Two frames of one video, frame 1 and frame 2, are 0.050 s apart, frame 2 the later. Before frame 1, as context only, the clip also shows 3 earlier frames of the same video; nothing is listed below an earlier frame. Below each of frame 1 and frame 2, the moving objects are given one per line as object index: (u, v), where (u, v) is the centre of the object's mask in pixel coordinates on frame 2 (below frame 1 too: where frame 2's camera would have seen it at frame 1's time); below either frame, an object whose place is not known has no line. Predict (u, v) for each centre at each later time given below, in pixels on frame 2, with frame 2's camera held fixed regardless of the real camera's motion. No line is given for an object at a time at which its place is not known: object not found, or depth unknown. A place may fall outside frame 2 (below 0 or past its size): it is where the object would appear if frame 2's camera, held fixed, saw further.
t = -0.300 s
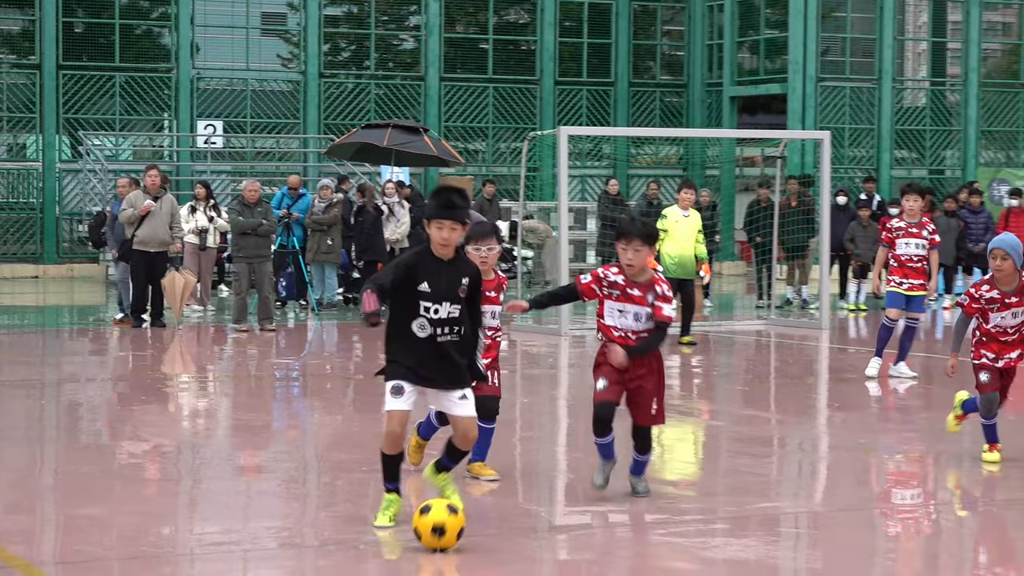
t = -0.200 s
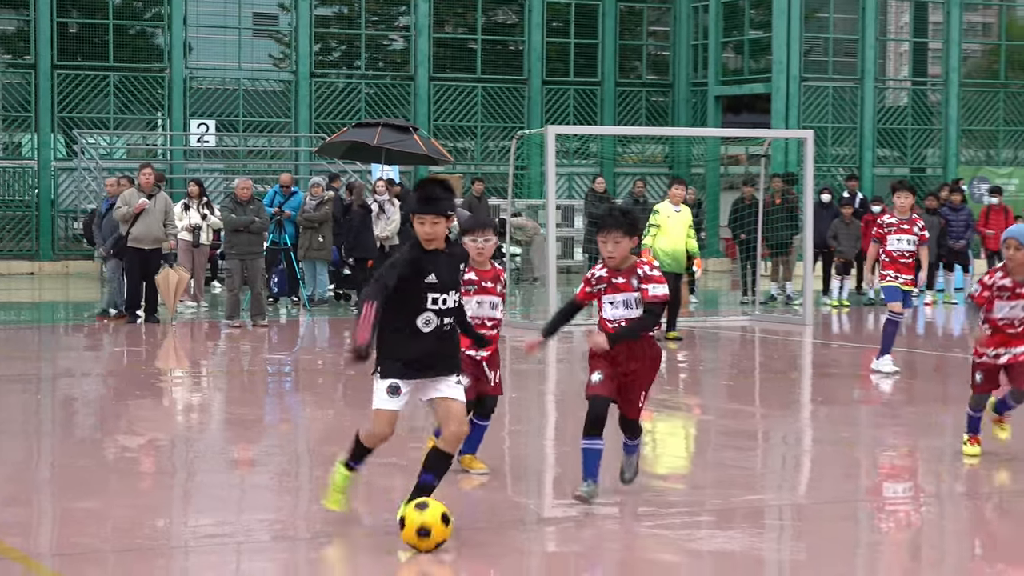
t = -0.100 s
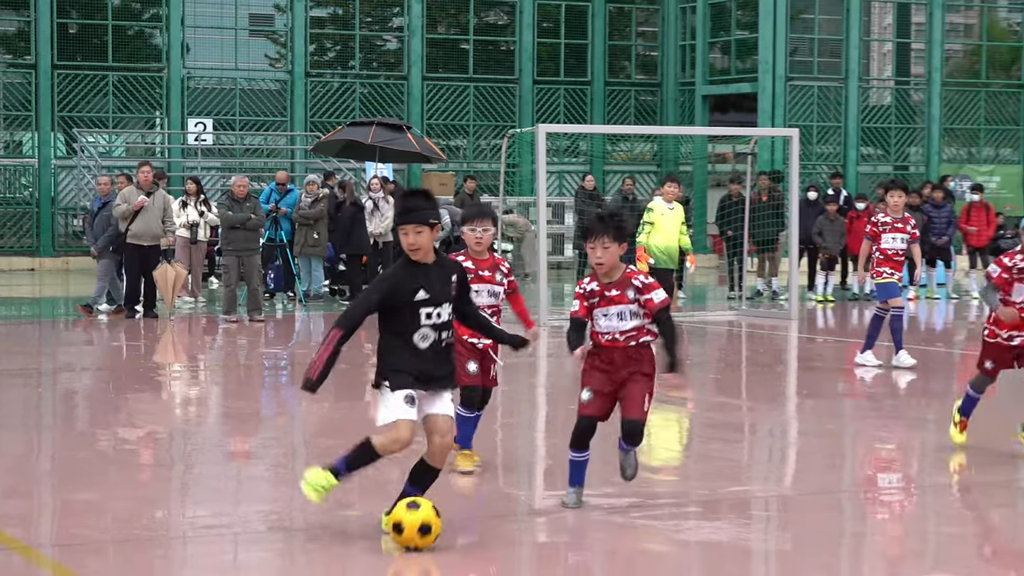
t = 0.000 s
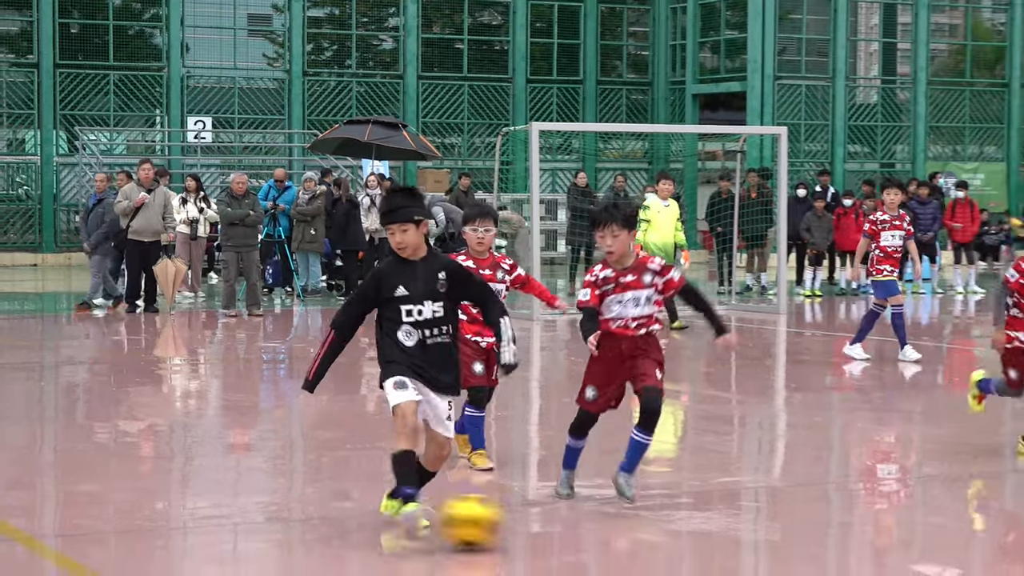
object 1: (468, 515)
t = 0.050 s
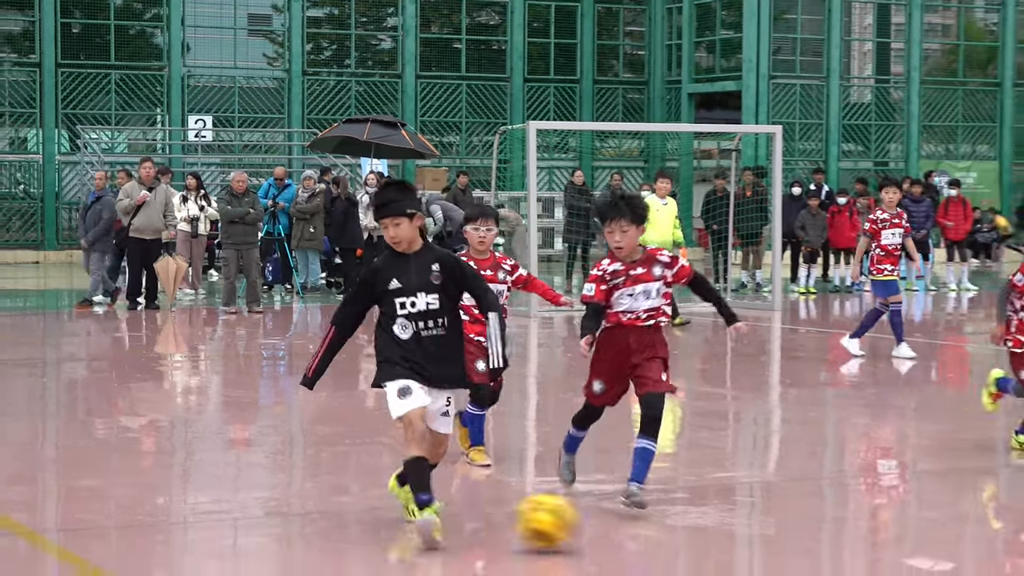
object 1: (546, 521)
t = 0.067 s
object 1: (572, 524)
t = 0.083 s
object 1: (600, 529)
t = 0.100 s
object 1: (626, 534)
